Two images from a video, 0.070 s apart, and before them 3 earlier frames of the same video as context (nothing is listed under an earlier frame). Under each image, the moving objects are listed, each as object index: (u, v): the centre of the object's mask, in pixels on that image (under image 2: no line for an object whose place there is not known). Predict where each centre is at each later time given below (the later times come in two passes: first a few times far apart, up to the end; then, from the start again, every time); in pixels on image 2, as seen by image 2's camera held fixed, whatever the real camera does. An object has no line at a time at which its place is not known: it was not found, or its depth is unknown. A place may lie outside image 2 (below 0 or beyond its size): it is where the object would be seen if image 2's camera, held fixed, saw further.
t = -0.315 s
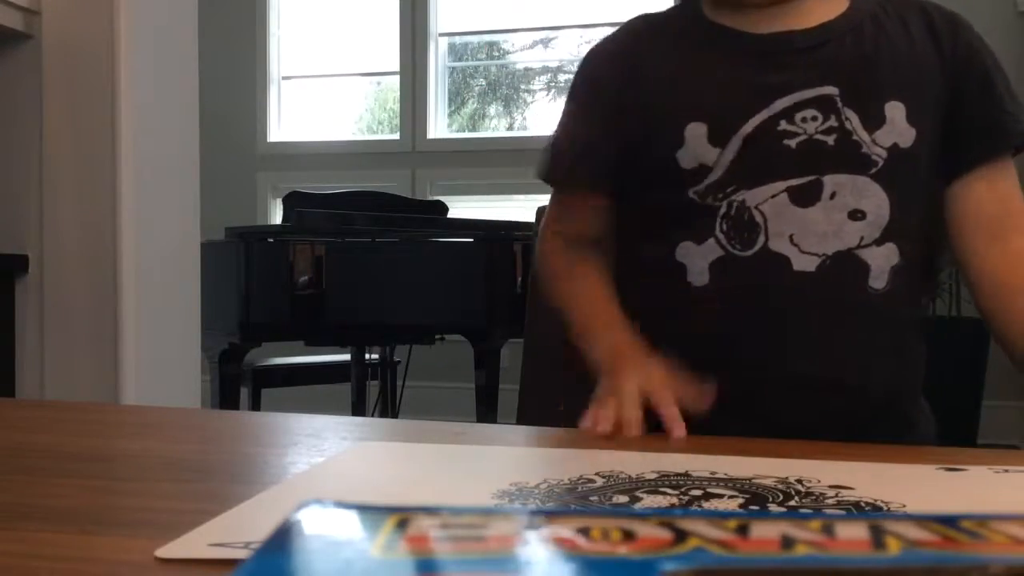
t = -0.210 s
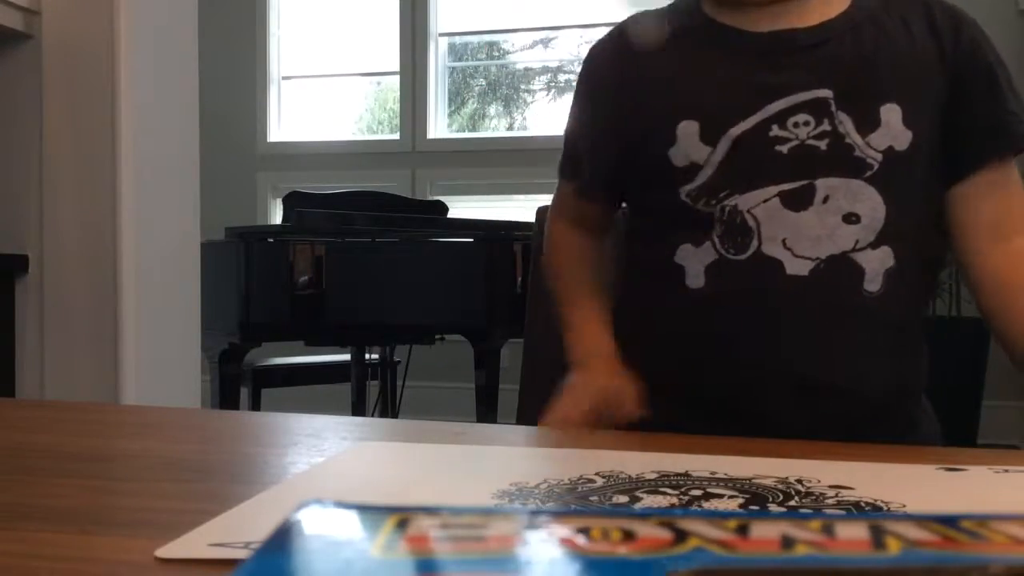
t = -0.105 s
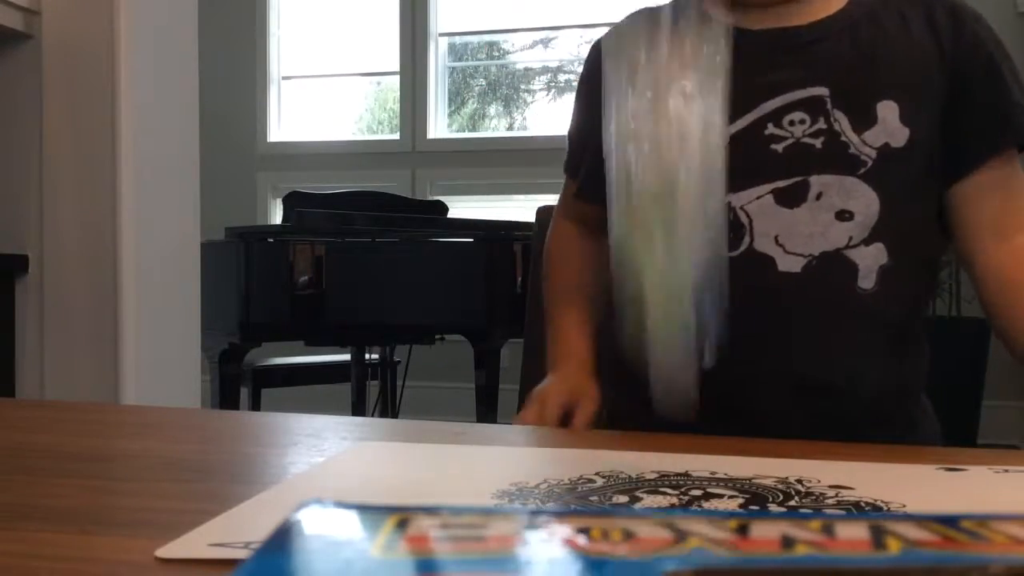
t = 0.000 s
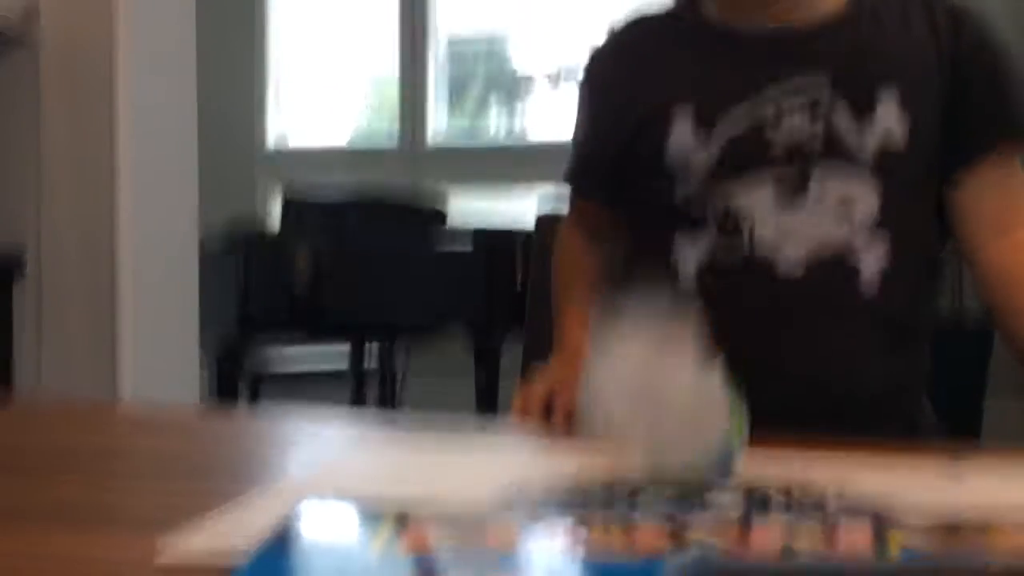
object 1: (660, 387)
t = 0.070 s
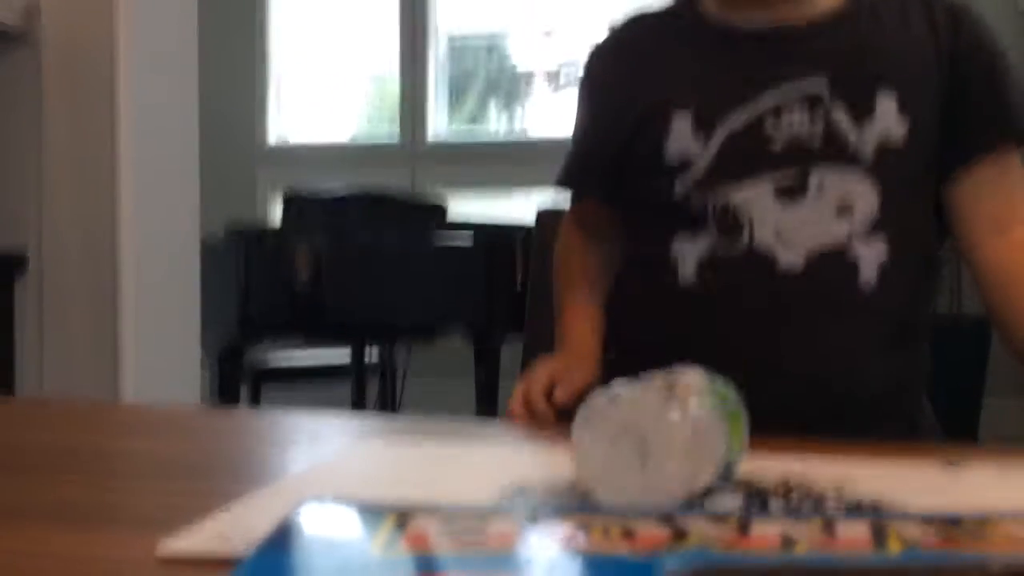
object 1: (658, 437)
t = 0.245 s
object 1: (674, 438)
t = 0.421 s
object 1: (689, 440)
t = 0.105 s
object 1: (660, 438)
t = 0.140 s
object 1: (664, 438)
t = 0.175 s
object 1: (668, 438)
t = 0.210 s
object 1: (671, 438)
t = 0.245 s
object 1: (674, 438)
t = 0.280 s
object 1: (676, 439)
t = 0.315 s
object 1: (678, 439)
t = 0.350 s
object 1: (680, 439)
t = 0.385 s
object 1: (685, 439)
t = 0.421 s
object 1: (689, 440)
